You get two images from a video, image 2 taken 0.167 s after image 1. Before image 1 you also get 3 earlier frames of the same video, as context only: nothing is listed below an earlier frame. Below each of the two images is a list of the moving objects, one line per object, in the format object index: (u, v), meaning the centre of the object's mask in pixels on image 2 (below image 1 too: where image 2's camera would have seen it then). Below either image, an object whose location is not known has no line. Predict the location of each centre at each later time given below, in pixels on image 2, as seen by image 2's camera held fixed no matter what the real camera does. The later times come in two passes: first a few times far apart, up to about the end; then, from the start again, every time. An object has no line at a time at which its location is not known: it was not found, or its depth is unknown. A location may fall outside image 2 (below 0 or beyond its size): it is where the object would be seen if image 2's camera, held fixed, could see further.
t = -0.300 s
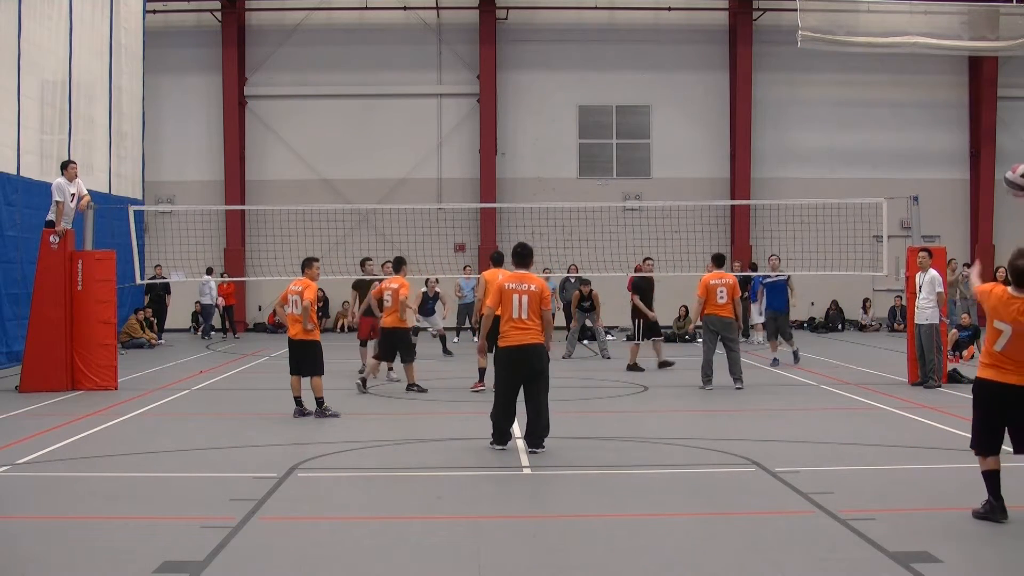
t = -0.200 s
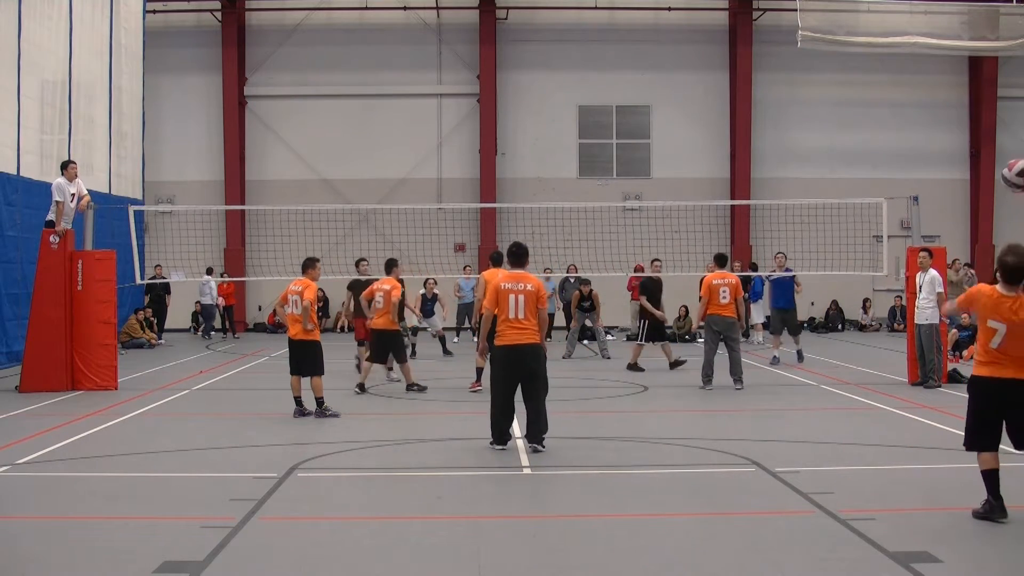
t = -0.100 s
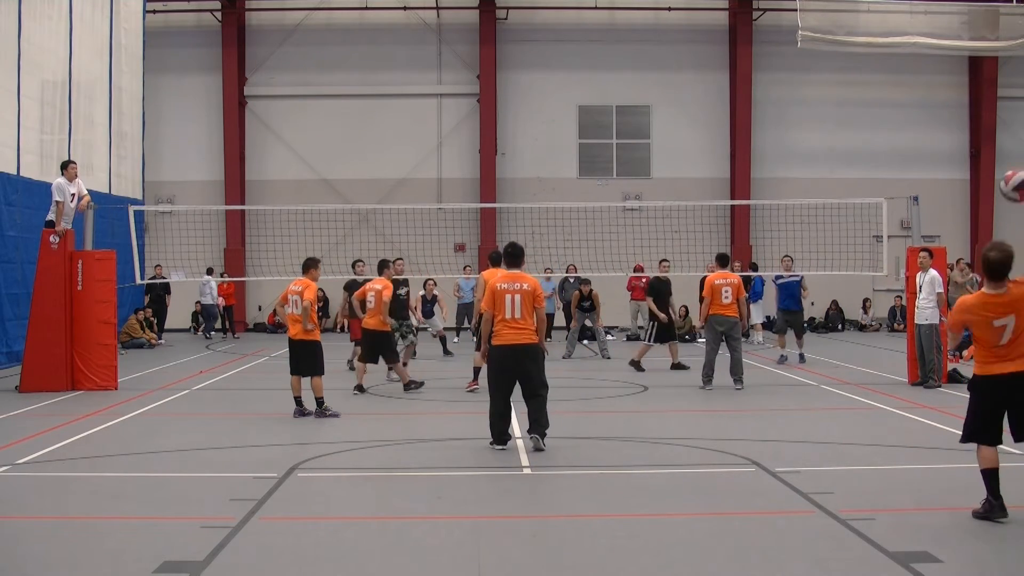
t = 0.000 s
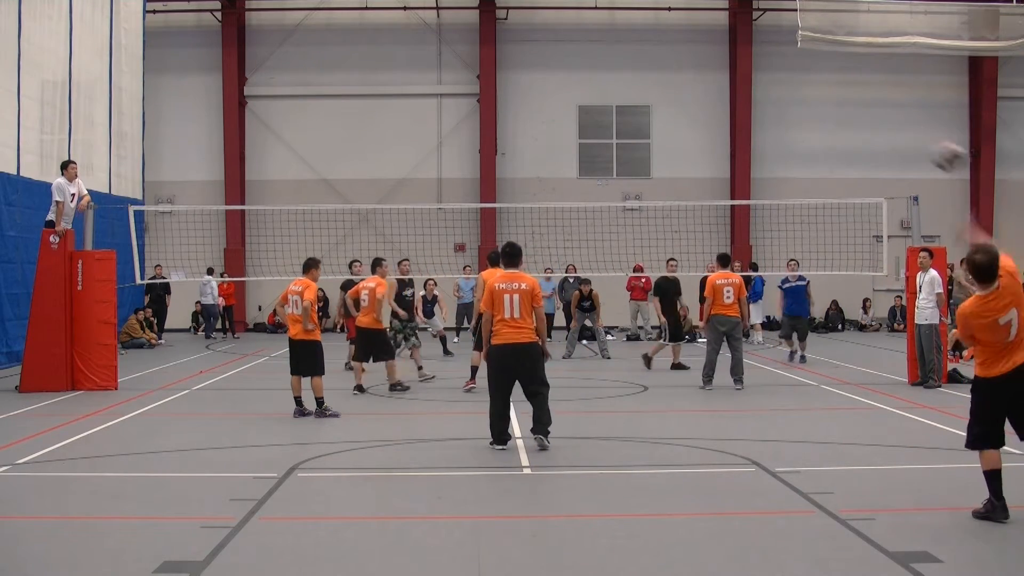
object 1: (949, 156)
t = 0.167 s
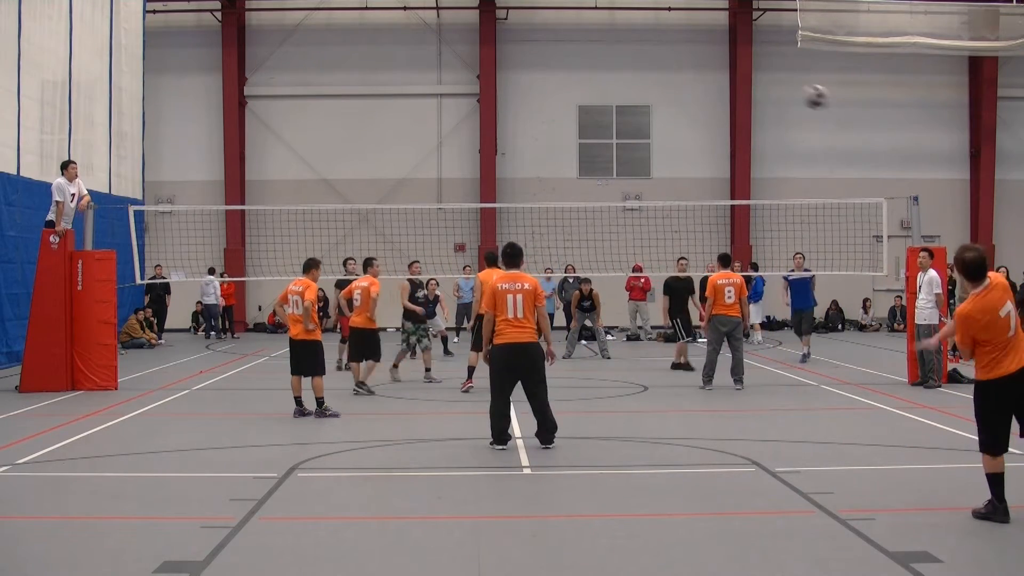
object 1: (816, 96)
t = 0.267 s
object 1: (761, 84)
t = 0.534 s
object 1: (665, 98)
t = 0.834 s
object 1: (604, 162)
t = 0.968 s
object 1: (584, 199)
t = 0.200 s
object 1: (796, 90)
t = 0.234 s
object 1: (778, 86)
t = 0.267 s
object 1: (761, 84)
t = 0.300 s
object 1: (745, 83)
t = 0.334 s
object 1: (734, 83)
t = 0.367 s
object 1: (719, 83)
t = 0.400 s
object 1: (706, 85)
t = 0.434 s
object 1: (693, 87)
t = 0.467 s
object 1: (682, 90)
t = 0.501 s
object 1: (674, 93)
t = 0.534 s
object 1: (665, 98)
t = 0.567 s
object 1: (656, 102)
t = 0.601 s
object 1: (648, 108)
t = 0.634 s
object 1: (641, 113)
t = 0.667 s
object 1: (634, 120)
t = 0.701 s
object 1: (627, 127)
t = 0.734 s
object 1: (621, 135)
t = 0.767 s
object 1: (615, 143)
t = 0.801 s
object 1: (610, 152)
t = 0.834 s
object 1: (604, 162)
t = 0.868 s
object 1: (599, 172)
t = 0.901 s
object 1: (594, 182)
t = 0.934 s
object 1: (588, 192)
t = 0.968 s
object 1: (584, 199)
